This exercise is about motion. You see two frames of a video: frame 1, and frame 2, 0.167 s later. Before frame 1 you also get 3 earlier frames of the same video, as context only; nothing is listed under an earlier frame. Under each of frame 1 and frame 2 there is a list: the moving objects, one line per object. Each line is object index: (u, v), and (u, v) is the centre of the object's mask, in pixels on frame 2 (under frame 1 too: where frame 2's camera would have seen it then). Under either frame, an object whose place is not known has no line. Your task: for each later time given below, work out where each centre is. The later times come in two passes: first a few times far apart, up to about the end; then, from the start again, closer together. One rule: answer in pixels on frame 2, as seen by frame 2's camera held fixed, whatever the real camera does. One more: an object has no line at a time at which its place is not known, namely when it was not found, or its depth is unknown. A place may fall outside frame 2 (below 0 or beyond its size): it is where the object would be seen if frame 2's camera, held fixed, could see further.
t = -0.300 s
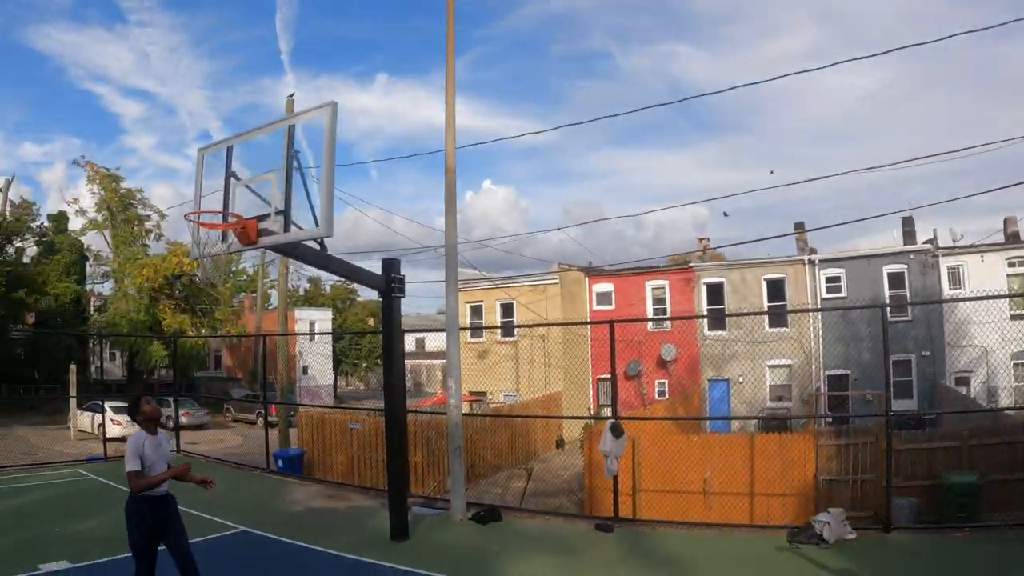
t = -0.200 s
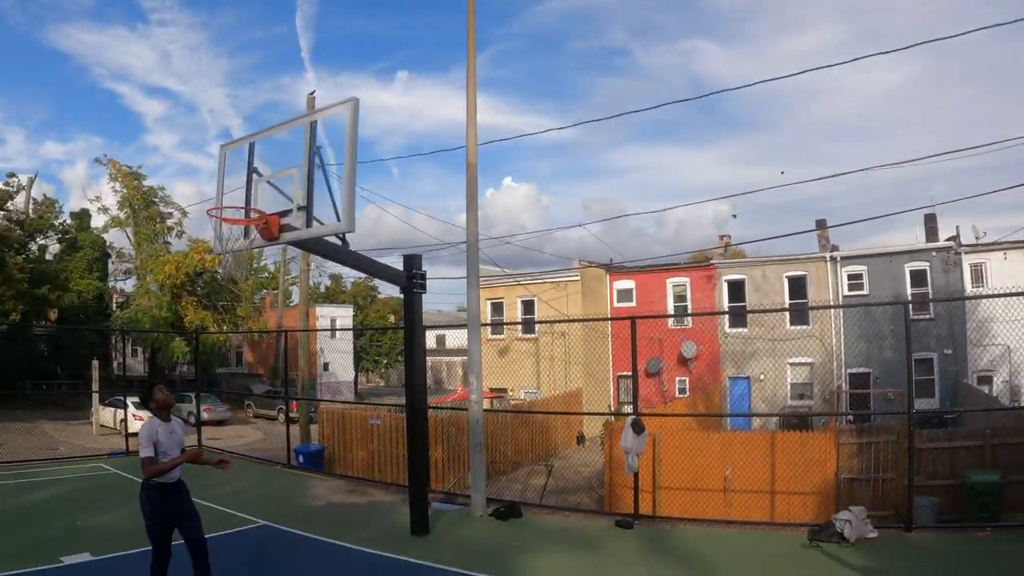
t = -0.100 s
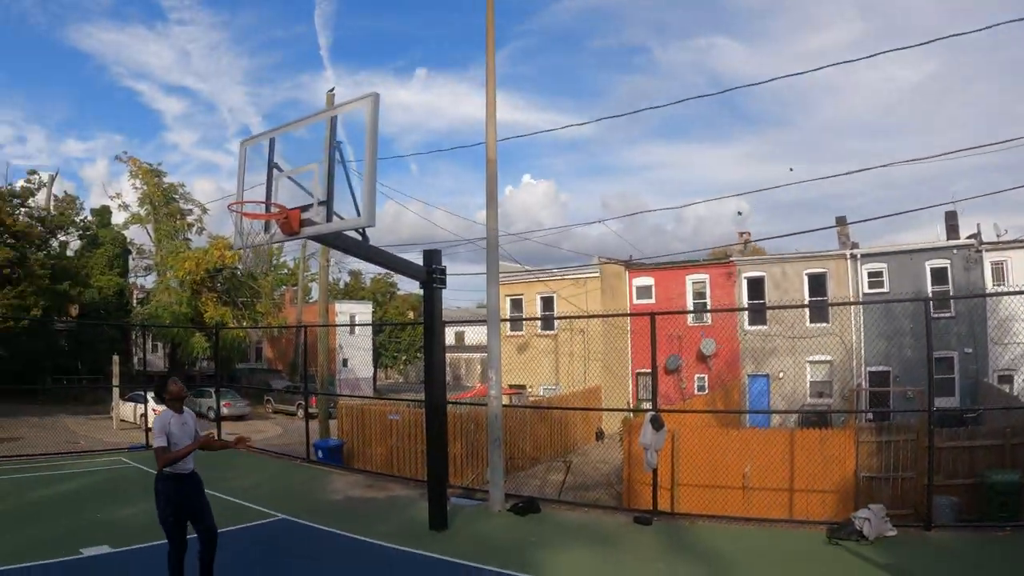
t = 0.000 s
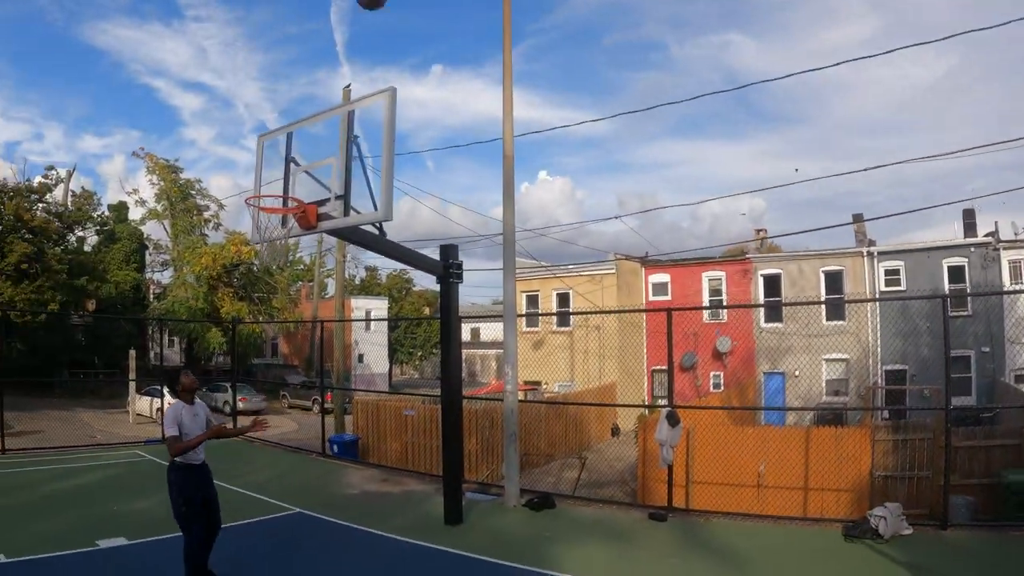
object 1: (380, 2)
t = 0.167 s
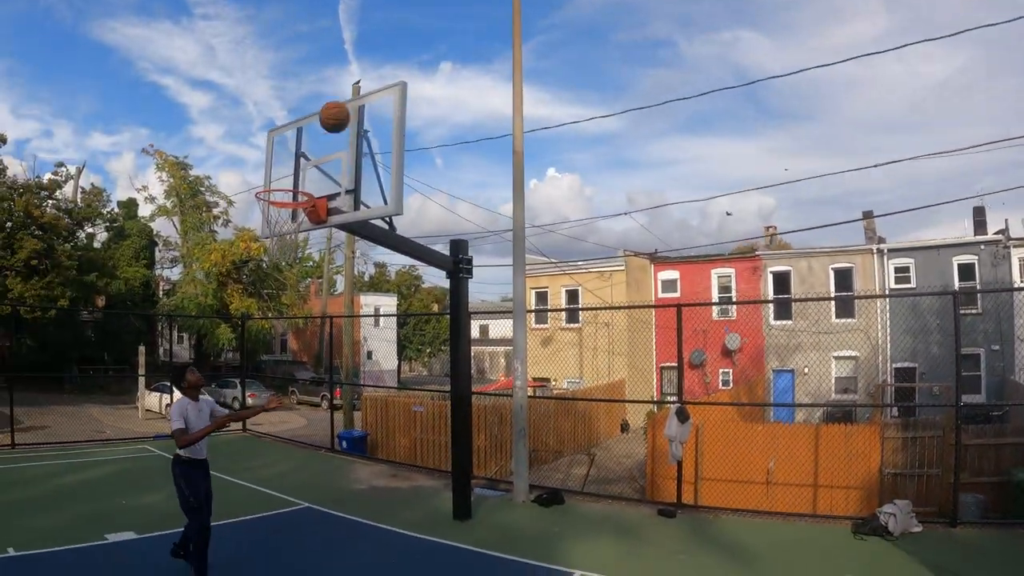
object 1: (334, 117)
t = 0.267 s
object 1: (316, 197)
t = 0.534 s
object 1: (409, 406)
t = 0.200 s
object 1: (326, 145)
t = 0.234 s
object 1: (317, 175)
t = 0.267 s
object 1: (316, 197)
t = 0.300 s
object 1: (326, 216)
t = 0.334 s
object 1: (337, 237)
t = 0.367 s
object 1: (349, 260)
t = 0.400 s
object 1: (359, 286)
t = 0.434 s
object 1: (372, 312)
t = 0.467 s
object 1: (384, 342)
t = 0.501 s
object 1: (397, 373)
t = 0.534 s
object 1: (409, 406)
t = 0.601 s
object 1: (440, 481)
